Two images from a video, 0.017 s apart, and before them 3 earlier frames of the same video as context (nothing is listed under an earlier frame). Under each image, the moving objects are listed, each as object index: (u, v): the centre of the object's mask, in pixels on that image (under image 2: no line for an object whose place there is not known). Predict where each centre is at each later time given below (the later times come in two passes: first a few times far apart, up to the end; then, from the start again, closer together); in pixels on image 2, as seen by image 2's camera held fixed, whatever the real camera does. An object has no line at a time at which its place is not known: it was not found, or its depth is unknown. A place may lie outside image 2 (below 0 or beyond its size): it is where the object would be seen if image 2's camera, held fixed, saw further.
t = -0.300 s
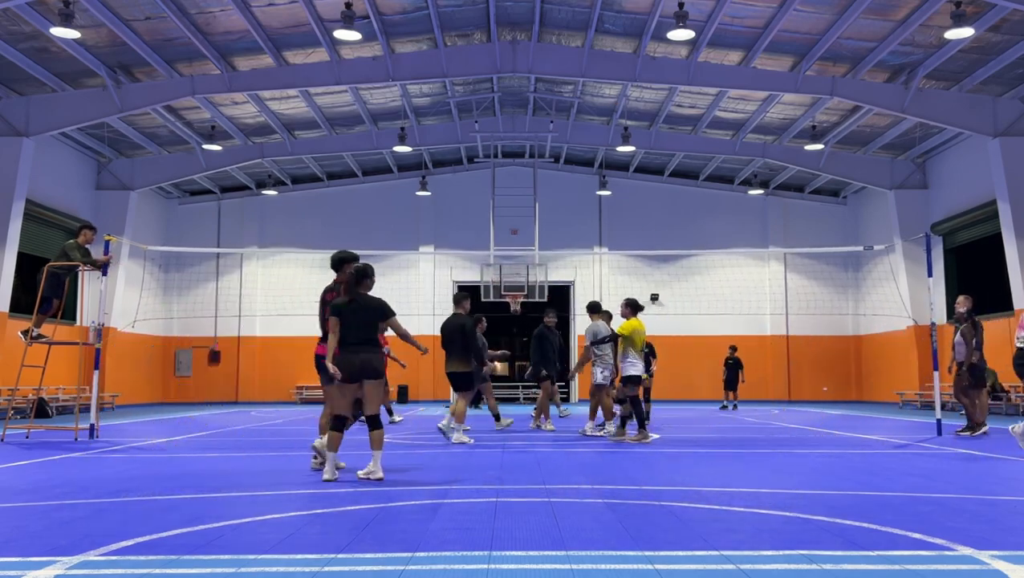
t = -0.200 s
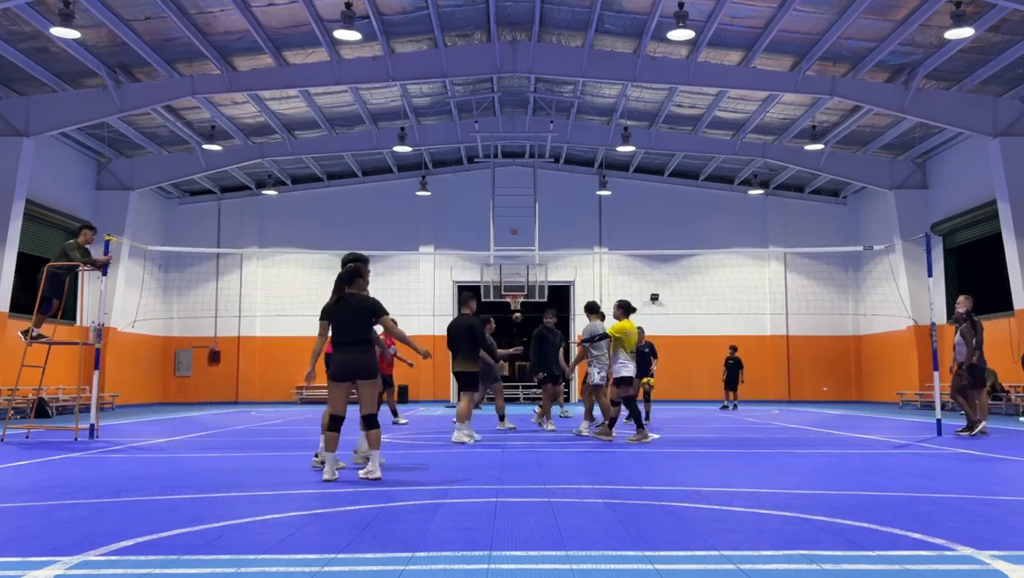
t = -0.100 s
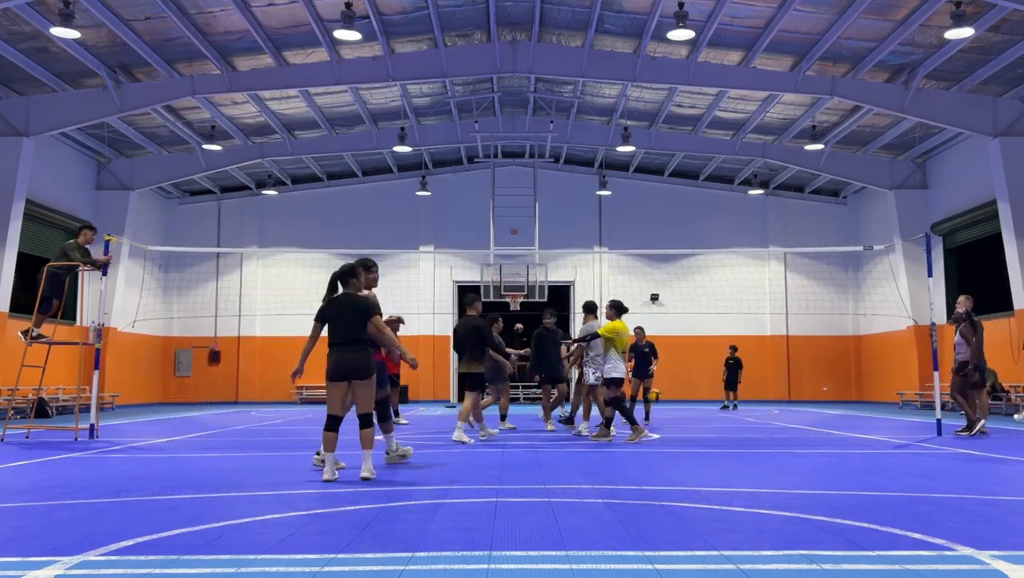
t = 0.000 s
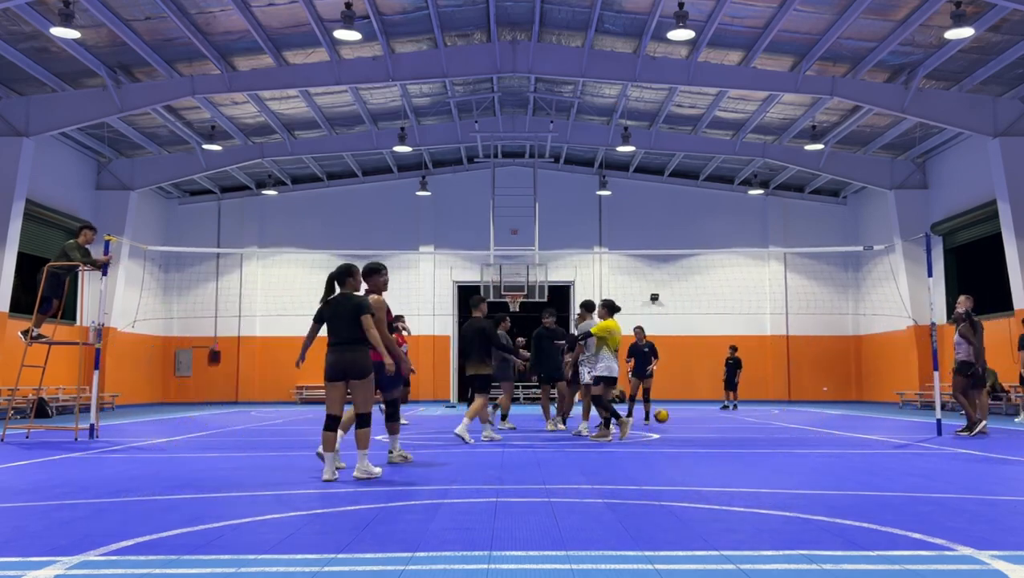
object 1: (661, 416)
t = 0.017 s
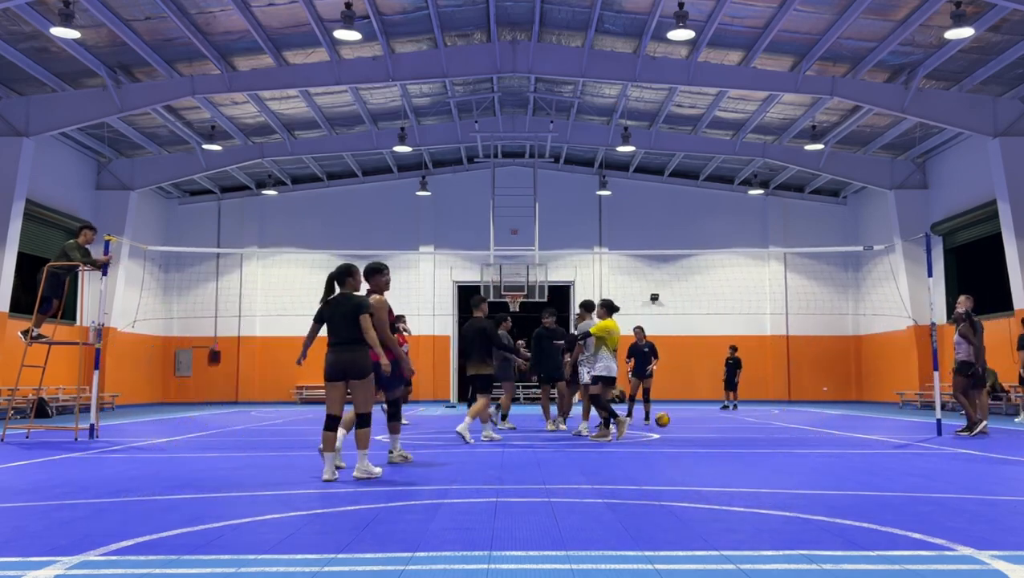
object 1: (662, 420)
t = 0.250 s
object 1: (673, 393)
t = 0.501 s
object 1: (687, 393)
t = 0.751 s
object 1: (703, 422)
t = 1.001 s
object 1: (719, 401)
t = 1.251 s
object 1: (740, 436)
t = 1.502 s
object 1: (760, 414)
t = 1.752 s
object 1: (785, 448)
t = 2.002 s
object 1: (811, 427)
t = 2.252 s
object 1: (842, 448)
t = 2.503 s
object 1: (878, 458)
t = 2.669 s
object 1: (905, 455)
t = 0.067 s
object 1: (664, 420)
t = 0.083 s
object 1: (666, 417)
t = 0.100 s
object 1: (667, 413)
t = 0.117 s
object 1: (667, 410)
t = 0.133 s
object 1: (668, 407)
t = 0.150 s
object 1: (668, 405)
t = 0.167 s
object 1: (669, 402)
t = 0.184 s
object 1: (670, 400)
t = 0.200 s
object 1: (671, 397)
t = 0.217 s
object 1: (672, 395)
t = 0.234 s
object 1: (673, 393)
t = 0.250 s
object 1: (673, 393)
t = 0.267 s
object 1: (674, 391)
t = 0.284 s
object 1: (675, 390)
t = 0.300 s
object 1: (676, 389)
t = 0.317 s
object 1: (677, 388)
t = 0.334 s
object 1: (677, 387)
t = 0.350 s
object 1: (678, 387)
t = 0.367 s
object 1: (679, 387)
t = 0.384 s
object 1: (681, 388)
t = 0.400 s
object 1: (681, 388)
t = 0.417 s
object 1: (683, 388)
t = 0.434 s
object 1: (683, 389)
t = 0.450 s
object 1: (684, 390)
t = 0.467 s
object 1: (685, 391)
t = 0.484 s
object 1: (686, 392)
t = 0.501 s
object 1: (687, 393)
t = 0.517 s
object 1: (688, 395)
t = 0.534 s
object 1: (689, 398)
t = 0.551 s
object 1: (690, 400)
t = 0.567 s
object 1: (691, 403)
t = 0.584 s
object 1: (692, 406)
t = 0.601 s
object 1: (694, 409)
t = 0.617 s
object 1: (695, 412)
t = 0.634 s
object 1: (696, 416)
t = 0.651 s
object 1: (697, 420)
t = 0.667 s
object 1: (698, 424)
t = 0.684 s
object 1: (699, 428)
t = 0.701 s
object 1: (700, 432)
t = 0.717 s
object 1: (701, 429)
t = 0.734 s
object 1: (702, 426)
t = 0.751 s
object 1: (703, 422)
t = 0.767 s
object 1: (704, 420)
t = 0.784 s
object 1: (705, 417)
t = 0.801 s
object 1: (707, 414)
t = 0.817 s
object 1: (708, 412)
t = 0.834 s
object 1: (708, 410)
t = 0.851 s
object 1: (709, 408)
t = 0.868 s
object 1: (710, 406)
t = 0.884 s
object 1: (711, 405)
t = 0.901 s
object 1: (713, 403)
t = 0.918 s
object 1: (714, 403)
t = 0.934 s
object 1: (715, 402)
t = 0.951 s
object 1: (716, 402)
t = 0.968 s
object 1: (717, 401)
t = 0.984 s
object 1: (718, 401)
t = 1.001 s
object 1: (719, 401)
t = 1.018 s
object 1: (721, 401)
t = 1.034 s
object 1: (722, 402)
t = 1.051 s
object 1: (724, 403)
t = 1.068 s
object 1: (725, 404)
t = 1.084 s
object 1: (726, 406)
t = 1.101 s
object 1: (727, 407)
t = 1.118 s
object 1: (728, 409)
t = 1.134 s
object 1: (730, 412)
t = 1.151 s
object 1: (731, 414)
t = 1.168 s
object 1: (733, 417)
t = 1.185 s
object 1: (734, 420)
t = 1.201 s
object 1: (736, 423)
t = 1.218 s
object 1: (737, 427)
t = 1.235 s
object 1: (738, 431)
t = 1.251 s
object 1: (740, 436)
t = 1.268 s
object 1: (741, 439)
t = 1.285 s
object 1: (743, 436)
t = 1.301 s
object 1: (744, 433)
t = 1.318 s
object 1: (745, 429)
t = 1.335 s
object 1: (747, 427)
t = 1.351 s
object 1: (747, 425)
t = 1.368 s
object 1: (749, 422)
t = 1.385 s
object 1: (750, 420)
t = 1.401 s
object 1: (752, 418)
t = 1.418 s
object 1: (753, 417)
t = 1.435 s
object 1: (755, 416)
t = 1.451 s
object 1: (756, 415)
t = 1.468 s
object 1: (757, 414)
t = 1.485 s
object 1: (758, 414)
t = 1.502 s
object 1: (760, 414)
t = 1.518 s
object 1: (762, 414)
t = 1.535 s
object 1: (763, 414)
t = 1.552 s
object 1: (765, 415)
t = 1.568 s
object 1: (766, 416)
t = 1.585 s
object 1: (767, 417)
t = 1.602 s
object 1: (769, 419)
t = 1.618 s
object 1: (771, 421)
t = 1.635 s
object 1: (773, 423)
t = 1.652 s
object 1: (774, 426)
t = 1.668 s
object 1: (776, 429)
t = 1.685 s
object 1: (777, 432)
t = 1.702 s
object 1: (779, 435)
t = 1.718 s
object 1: (781, 440)
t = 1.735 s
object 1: (783, 444)
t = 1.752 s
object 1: (785, 448)
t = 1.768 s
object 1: (787, 446)
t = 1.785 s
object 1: (788, 443)
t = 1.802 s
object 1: (790, 440)
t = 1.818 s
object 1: (791, 437)
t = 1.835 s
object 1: (793, 435)
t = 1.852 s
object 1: (794, 433)
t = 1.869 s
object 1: (796, 431)
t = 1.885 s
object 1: (798, 429)
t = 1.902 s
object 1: (800, 428)
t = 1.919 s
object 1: (801, 427)
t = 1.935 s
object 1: (803, 426)
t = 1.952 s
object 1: (805, 426)
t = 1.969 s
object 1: (807, 426)
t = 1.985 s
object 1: (809, 427)
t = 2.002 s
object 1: (811, 427)
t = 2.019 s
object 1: (813, 428)
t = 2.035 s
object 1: (815, 430)
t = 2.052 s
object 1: (817, 431)
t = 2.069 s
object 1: (819, 434)
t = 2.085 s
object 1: (821, 436)
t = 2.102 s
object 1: (823, 439)
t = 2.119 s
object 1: (825, 443)
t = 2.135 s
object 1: (828, 446)
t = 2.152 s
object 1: (830, 450)
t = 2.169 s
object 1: (832, 454)
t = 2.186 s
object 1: (834, 458)
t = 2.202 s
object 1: (836, 455)
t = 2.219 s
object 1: (838, 452)
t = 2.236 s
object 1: (840, 450)
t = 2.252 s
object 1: (842, 448)
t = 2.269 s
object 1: (845, 445)
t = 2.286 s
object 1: (847, 444)
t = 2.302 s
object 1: (848, 443)
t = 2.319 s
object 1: (851, 442)
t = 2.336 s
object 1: (853, 441)
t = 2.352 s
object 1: (855, 441)
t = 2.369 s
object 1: (858, 442)
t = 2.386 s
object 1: (860, 442)
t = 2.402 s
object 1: (863, 444)
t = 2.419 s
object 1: (865, 445)
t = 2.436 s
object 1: (867, 447)
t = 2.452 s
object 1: (870, 449)
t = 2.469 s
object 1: (872, 451)
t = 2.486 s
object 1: (875, 455)
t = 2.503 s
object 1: (878, 458)
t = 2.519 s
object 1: (881, 462)
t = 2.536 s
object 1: (883, 466)
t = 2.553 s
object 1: (886, 467)
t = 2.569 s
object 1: (888, 464)
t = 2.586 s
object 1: (891, 461)
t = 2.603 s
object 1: (894, 459)
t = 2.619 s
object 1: (896, 458)
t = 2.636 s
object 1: (899, 456)
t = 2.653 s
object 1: (902, 455)
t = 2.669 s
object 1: (905, 455)
